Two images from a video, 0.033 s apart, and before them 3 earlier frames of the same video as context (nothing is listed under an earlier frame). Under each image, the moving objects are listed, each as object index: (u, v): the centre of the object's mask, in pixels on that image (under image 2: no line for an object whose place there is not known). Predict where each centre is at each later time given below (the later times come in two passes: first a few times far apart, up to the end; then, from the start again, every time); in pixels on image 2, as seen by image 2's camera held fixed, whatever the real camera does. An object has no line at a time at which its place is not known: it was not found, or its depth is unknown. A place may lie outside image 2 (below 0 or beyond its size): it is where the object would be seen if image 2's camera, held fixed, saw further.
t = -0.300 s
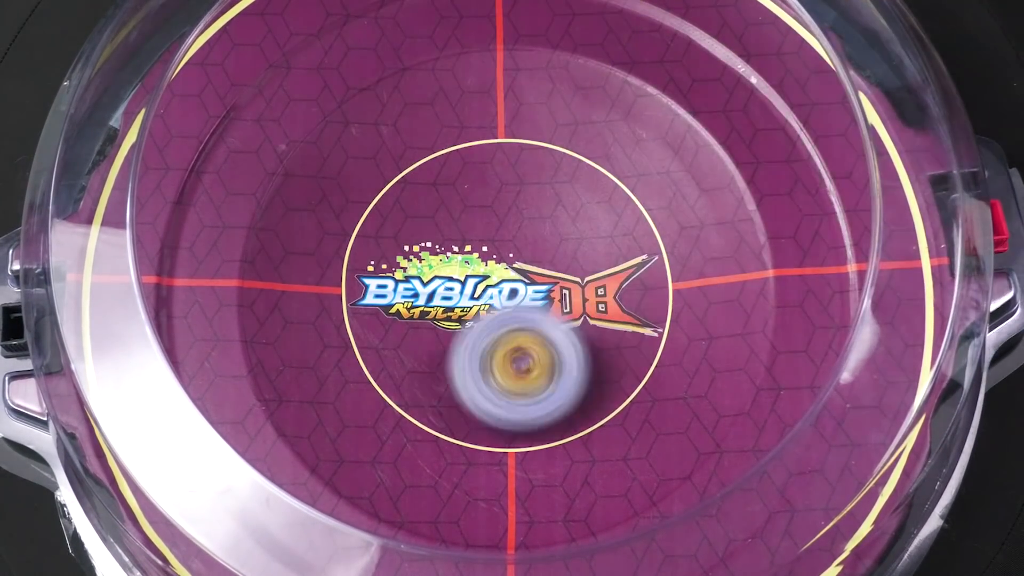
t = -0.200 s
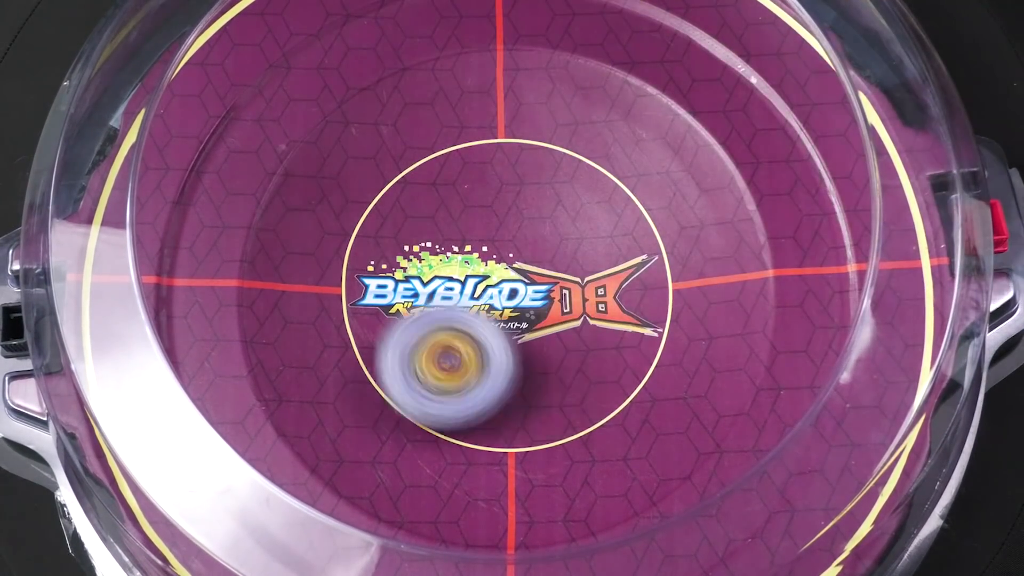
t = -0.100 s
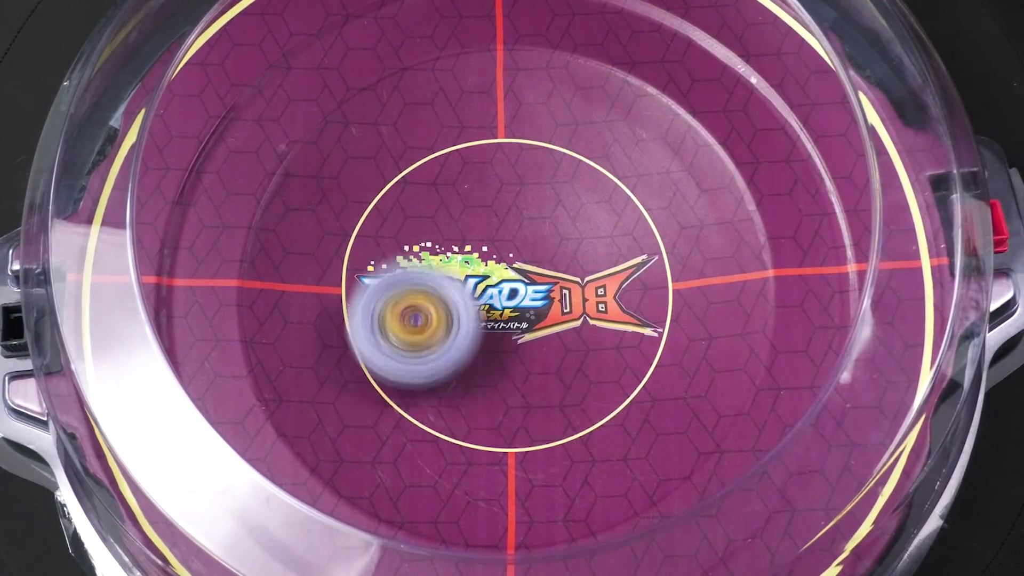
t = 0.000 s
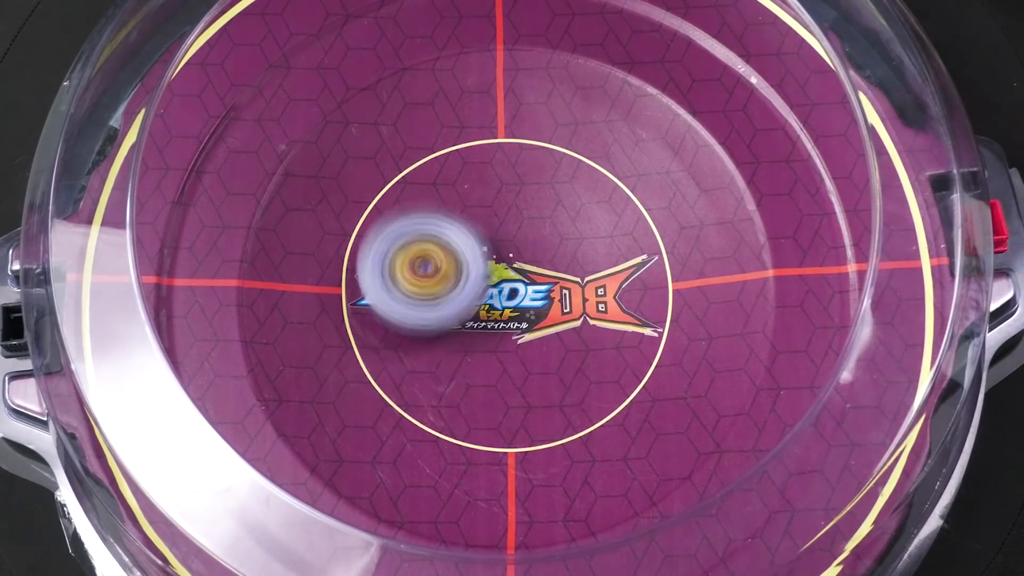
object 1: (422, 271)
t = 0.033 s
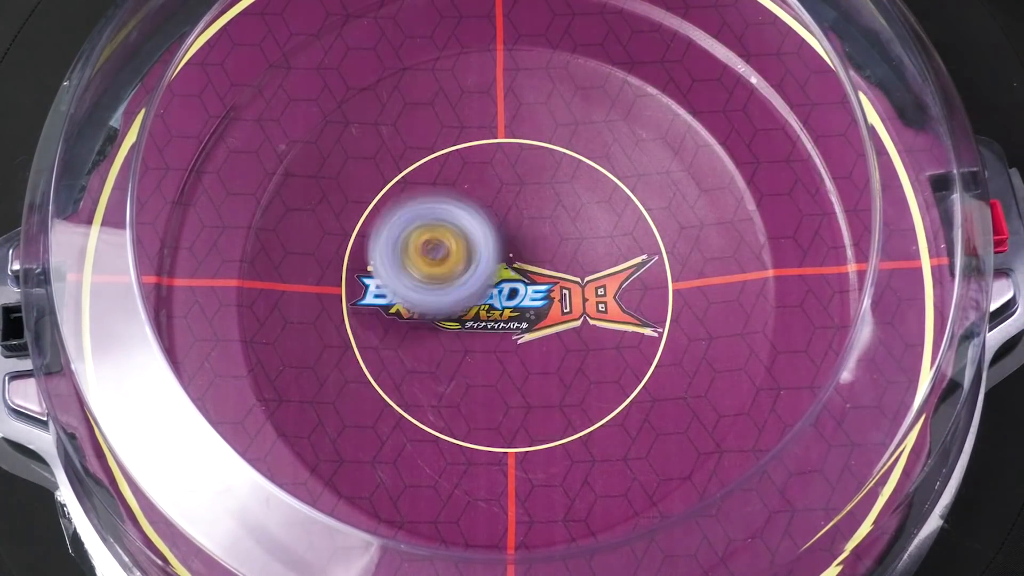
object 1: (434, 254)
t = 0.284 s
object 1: (557, 252)
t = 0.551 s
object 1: (548, 353)
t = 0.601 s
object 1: (523, 359)
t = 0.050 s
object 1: (441, 248)
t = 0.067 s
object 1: (449, 242)
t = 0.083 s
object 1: (457, 236)
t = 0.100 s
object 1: (467, 233)
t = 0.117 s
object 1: (477, 228)
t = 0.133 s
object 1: (486, 228)
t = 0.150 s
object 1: (495, 226)
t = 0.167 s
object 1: (506, 227)
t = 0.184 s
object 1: (514, 228)
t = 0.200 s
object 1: (524, 231)
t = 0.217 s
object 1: (531, 233)
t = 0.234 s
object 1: (540, 238)
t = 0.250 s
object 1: (546, 242)
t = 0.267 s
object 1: (552, 247)
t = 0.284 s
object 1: (557, 252)
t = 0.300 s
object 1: (563, 258)
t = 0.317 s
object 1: (568, 265)
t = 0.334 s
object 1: (571, 270)
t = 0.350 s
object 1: (574, 278)
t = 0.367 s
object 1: (576, 283)
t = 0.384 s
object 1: (579, 292)
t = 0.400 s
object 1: (579, 298)
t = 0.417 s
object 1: (580, 306)
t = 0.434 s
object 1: (578, 311)
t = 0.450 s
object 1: (578, 319)
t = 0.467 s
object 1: (574, 326)
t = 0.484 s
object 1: (571, 333)
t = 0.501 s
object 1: (565, 340)
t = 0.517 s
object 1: (561, 344)
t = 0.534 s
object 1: (554, 350)
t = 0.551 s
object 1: (548, 353)
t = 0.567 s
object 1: (540, 356)
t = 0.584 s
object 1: (533, 357)
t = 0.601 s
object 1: (523, 359)
